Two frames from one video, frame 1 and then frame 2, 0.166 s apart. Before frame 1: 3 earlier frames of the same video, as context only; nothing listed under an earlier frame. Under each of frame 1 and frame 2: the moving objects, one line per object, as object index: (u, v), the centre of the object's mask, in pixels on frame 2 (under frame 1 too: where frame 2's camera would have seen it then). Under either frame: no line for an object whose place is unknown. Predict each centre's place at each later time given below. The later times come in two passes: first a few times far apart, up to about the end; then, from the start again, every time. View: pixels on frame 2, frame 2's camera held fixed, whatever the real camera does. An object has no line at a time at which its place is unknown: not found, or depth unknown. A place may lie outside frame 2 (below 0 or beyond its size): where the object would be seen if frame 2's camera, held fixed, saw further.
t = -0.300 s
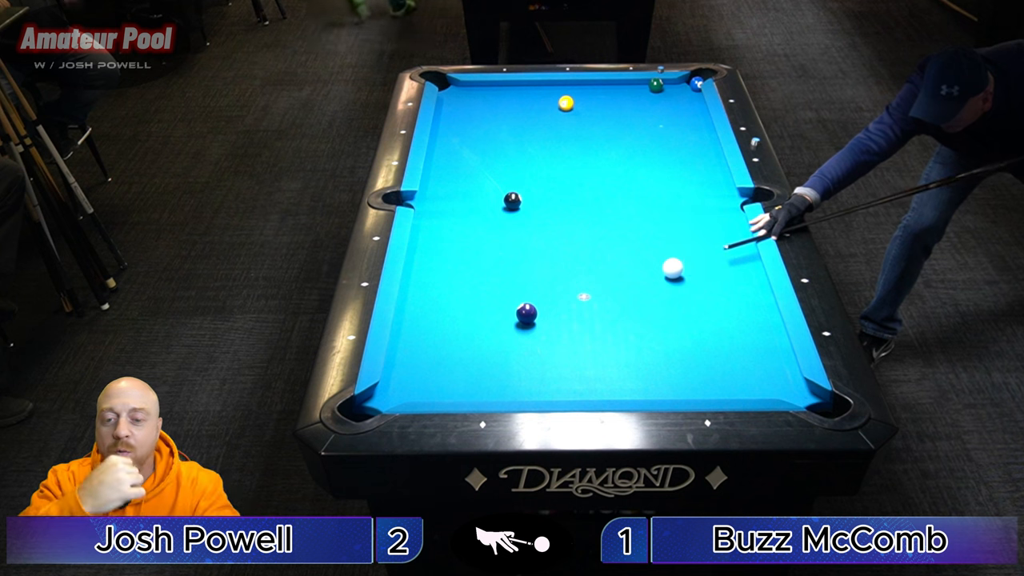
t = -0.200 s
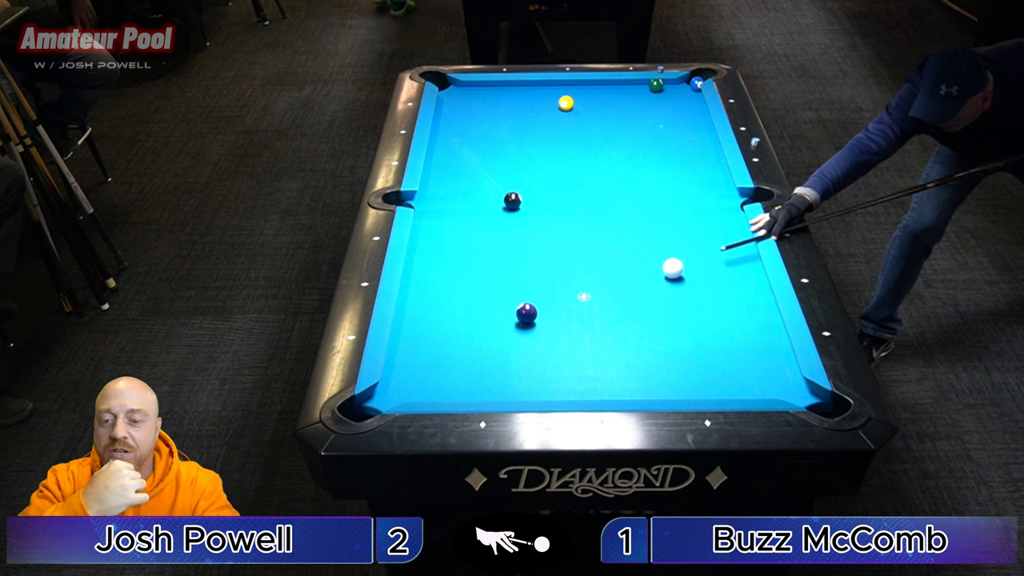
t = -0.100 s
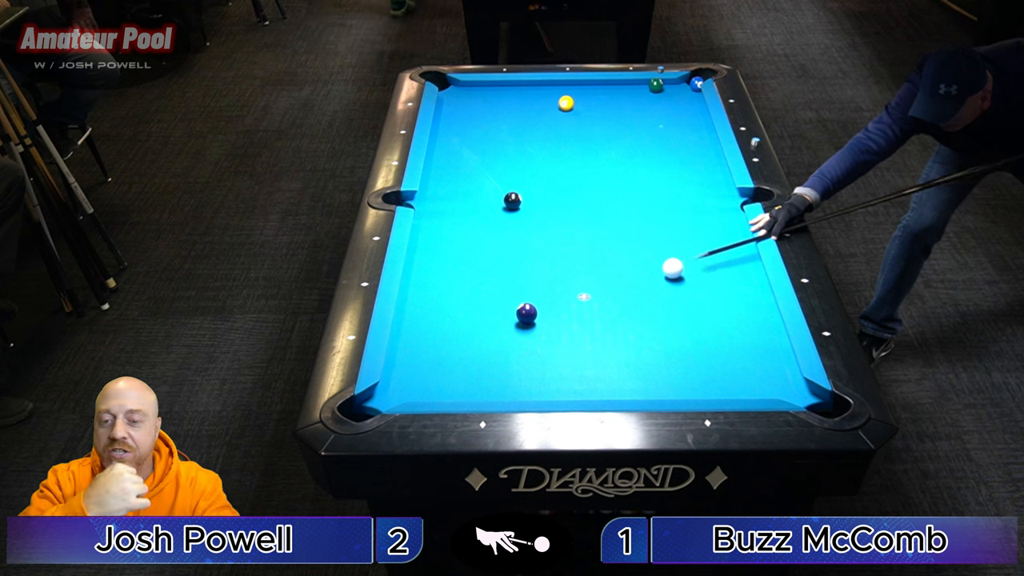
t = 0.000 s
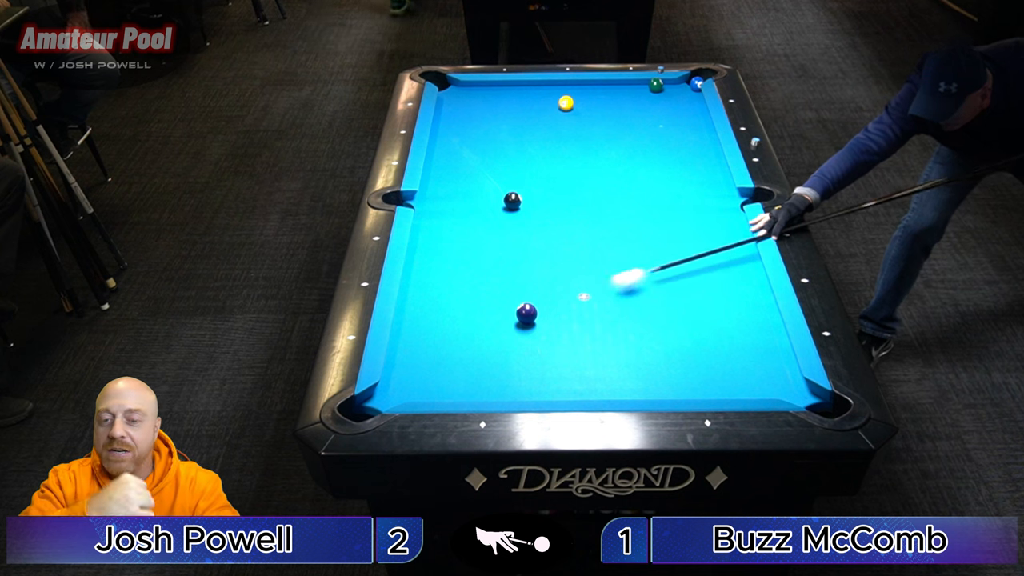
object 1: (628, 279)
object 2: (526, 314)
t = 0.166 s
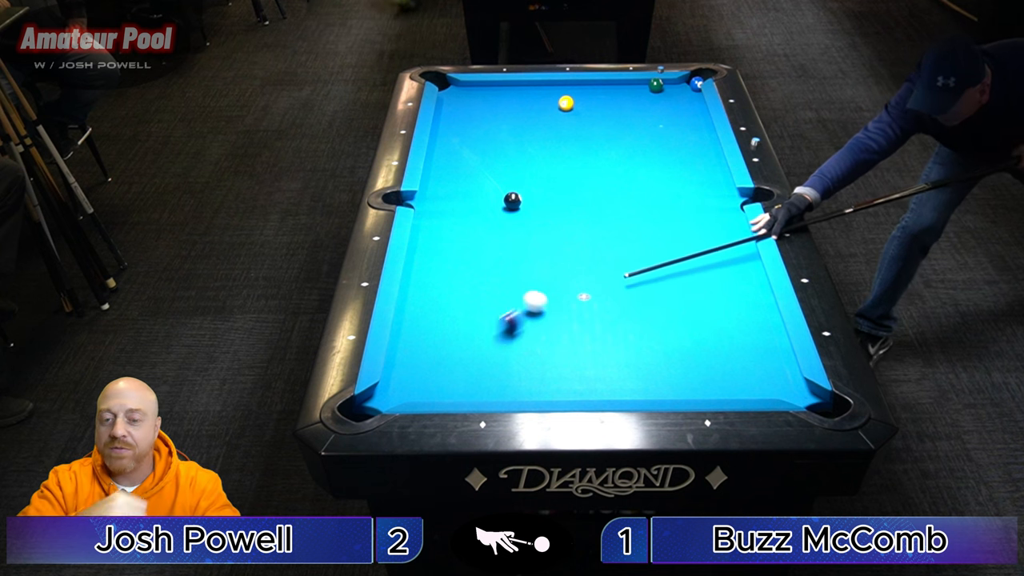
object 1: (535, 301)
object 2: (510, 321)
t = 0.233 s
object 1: (520, 297)
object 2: (481, 339)
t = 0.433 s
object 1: (466, 291)
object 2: (409, 382)
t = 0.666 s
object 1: (412, 285)
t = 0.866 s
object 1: (444, 272)
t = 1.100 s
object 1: (479, 258)
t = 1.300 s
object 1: (506, 246)
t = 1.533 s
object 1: (536, 234)
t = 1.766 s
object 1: (563, 223)
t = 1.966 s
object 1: (585, 214)
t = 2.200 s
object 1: (609, 204)
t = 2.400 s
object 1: (628, 196)
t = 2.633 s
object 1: (648, 187)
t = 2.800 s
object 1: (662, 182)
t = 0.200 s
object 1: (528, 299)
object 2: (495, 331)
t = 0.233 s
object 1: (520, 297)
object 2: (481, 339)
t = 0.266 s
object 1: (512, 295)
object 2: (470, 347)
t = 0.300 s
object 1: (503, 294)
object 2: (457, 355)
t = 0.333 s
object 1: (494, 293)
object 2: (445, 362)
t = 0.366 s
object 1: (484, 293)
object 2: (432, 371)
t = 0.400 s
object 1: (475, 292)
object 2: (420, 377)
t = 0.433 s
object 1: (466, 291)
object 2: (409, 382)
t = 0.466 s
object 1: (457, 290)
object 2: (398, 387)
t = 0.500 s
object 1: (448, 289)
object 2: (384, 396)
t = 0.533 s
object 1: (439, 288)
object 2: (368, 405)
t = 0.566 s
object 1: (430, 288)
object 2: (359, 412)
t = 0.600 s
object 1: (421, 287)
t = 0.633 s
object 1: (412, 286)
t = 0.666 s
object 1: (412, 285)
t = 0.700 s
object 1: (418, 282)
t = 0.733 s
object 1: (424, 280)
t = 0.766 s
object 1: (429, 278)
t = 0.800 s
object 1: (434, 276)
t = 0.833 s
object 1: (439, 273)
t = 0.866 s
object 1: (444, 272)
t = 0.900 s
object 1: (449, 269)
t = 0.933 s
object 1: (454, 267)
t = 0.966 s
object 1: (459, 265)
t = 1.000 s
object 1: (464, 263)
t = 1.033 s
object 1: (469, 261)
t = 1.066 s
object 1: (474, 259)
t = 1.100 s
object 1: (479, 258)
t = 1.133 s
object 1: (483, 255)
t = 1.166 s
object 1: (488, 254)
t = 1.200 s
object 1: (492, 252)
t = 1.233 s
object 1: (497, 250)
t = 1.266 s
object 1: (501, 248)
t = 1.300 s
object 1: (506, 246)
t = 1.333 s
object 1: (510, 244)
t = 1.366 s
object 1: (515, 243)
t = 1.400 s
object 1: (519, 241)
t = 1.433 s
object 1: (523, 239)
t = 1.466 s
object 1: (527, 238)
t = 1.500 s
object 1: (531, 236)
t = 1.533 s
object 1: (536, 234)
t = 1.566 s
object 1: (540, 233)
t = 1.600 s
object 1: (544, 231)
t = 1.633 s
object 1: (548, 229)
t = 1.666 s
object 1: (551, 228)
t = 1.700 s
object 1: (555, 226)
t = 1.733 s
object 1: (559, 224)
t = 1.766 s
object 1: (563, 223)
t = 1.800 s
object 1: (567, 221)
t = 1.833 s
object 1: (571, 220)
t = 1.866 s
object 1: (574, 218)
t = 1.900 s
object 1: (578, 217)
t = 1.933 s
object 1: (581, 215)
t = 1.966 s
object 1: (585, 214)
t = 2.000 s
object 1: (588, 213)
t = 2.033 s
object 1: (592, 211)
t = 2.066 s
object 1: (596, 209)
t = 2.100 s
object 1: (599, 208)
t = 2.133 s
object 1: (602, 207)
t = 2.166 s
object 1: (605, 205)
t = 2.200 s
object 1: (609, 204)
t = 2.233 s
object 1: (612, 203)
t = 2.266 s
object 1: (615, 201)
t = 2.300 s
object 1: (618, 200)
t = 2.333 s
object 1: (622, 199)
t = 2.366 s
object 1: (625, 197)
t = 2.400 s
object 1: (628, 196)
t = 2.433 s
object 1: (631, 195)
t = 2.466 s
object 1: (634, 193)
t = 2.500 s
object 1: (637, 192)
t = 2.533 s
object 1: (640, 191)
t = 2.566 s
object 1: (643, 190)
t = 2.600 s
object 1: (646, 189)
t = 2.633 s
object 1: (648, 187)
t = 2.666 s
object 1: (651, 186)
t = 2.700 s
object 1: (654, 185)
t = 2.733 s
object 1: (657, 184)
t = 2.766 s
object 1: (660, 183)
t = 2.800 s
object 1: (662, 182)
